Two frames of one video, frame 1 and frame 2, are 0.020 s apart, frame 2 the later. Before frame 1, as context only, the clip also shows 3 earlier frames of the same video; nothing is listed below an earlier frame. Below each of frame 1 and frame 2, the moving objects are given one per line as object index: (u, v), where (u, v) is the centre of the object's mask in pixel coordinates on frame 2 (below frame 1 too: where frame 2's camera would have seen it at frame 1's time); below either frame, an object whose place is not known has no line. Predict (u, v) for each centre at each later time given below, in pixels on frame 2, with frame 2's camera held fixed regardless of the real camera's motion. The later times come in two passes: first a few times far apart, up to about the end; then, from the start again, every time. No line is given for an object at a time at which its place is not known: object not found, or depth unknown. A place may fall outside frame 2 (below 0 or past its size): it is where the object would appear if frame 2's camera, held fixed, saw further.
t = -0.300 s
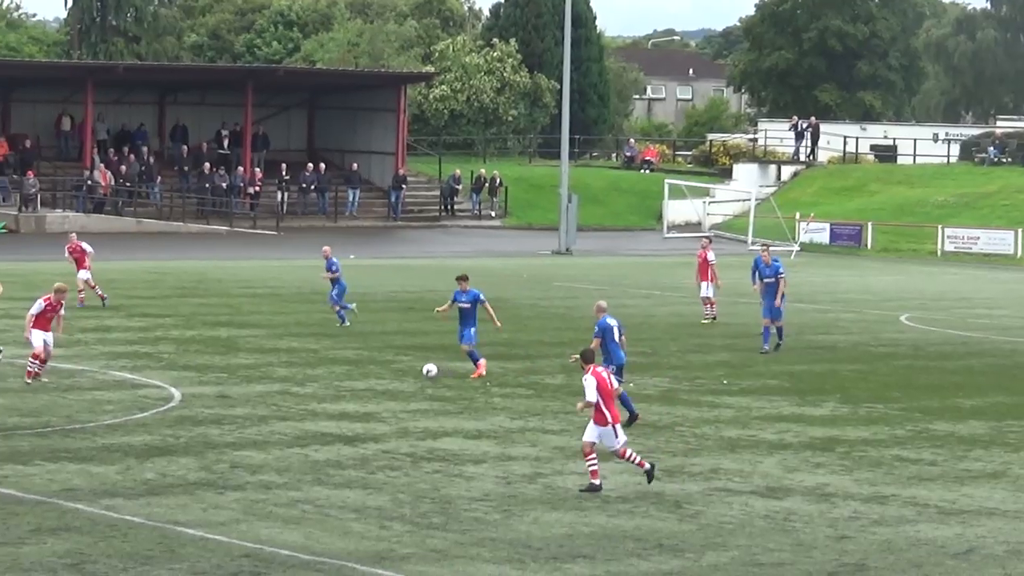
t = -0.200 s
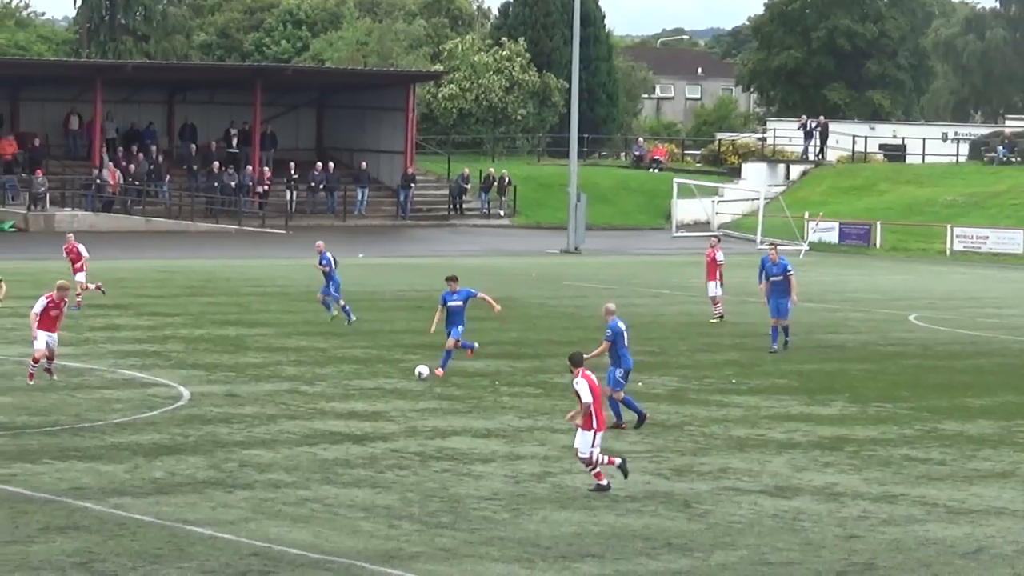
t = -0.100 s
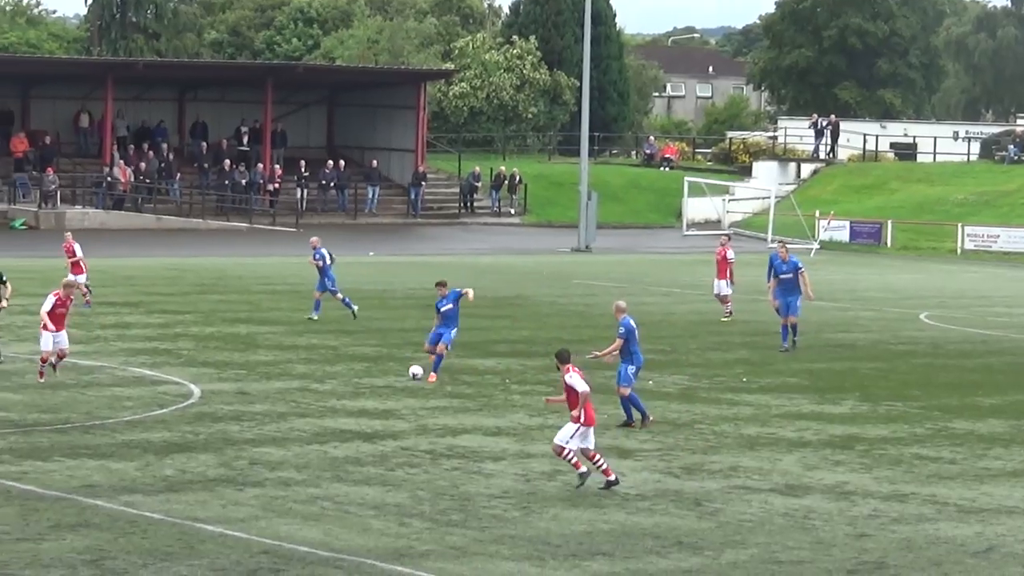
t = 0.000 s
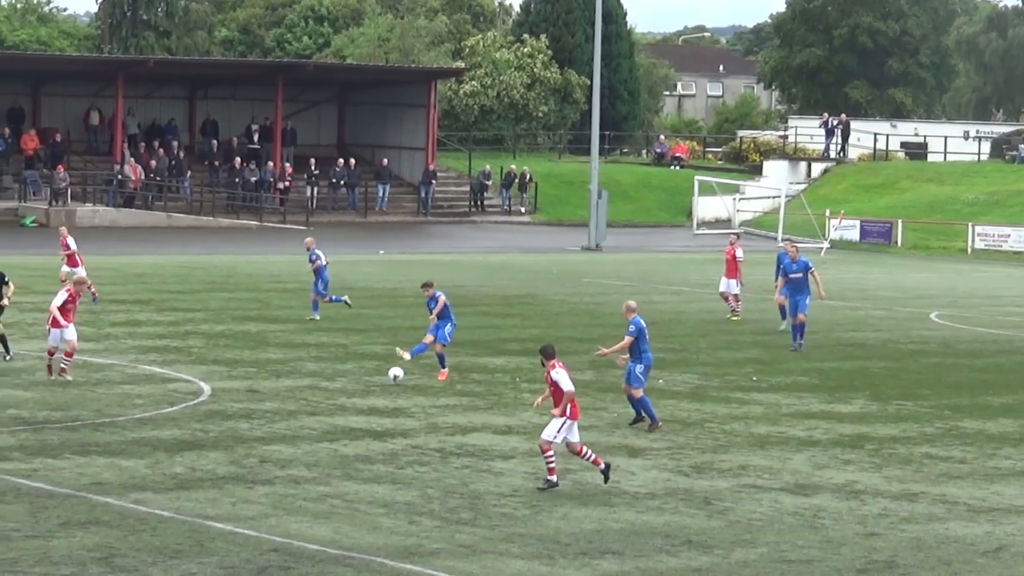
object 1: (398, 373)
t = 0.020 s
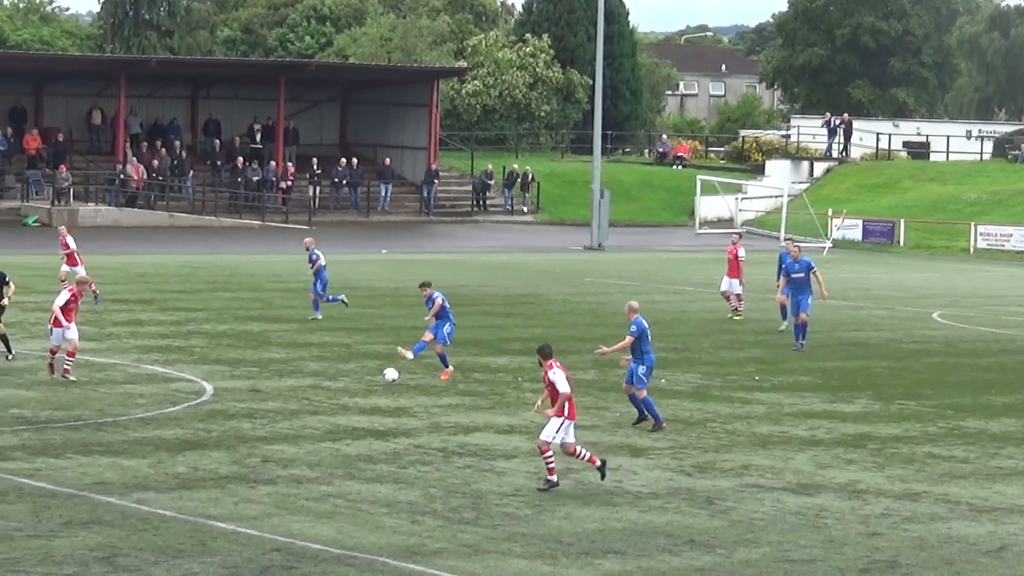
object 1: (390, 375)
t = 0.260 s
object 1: (303, 407)
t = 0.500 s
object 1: (231, 438)
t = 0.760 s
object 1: (164, 478)
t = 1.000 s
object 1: (109, 520)
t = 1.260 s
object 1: (51, 577)
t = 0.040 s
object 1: (382, 377)
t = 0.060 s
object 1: (374, 379)
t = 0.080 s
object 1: (366, 382)
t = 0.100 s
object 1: (358, 386)
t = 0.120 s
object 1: (351, 390)
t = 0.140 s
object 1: (343, 394)
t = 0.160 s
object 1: (336, 397)
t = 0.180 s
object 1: (330, 399)
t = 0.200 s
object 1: (323, 400)
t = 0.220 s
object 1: (315, 402)
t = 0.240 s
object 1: (309, 404)
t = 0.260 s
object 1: (303, 407)
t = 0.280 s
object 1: (297, 410)
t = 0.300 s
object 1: (290, 414)
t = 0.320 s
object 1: (283, 418)
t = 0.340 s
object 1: (277, 423)
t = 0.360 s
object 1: (270, 426)
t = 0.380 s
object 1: (265, 427)
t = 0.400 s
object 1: (259, 428)
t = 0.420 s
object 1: (253, 428)
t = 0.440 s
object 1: (247, 431)
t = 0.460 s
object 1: (242, 432)
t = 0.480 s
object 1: (236, 435)
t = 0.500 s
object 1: (231, 438)
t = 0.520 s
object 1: (225, 442)
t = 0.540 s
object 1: (219, 447)
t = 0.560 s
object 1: (214, 451)
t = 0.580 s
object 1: (208, 456)
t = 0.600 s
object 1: (203, 463)
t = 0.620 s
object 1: (198, 468)
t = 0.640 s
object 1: (193, 467)
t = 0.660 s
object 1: (188, 467)
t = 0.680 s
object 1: (183, 468)
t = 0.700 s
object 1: (178, 471)
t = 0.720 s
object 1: (174, 472)
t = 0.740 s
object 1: (168, 475)
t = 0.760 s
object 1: (164, 478)
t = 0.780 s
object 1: (159, 482)
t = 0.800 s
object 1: (154, 486)
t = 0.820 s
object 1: (149, 491)
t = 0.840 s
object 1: (144, 497)
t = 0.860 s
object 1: (140, 502)
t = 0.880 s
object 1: (135, 510)
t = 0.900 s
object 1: (130, 517)
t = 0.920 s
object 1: (126, 516)
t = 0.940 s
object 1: (122, 517)
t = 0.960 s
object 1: (118, 517)
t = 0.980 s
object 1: (113, 518)
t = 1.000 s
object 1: (109, 520)
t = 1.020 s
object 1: (105, 522)
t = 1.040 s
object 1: (101, 525)
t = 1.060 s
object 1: (96, 528)
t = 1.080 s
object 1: (92, 532)
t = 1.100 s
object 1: (88, 536)
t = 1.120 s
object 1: (83, 541)
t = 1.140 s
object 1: (79, 547)
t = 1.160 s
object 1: (75, 554)
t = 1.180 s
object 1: (70, 561)
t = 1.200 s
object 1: (65, 570)
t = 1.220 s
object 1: (60, 576)
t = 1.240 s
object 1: (56, 576)
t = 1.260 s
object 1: (51, 577)
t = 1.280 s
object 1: (47, 578)
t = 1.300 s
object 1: (43, 580)
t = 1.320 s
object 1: (38, 582)
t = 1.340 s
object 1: (35, 585)
